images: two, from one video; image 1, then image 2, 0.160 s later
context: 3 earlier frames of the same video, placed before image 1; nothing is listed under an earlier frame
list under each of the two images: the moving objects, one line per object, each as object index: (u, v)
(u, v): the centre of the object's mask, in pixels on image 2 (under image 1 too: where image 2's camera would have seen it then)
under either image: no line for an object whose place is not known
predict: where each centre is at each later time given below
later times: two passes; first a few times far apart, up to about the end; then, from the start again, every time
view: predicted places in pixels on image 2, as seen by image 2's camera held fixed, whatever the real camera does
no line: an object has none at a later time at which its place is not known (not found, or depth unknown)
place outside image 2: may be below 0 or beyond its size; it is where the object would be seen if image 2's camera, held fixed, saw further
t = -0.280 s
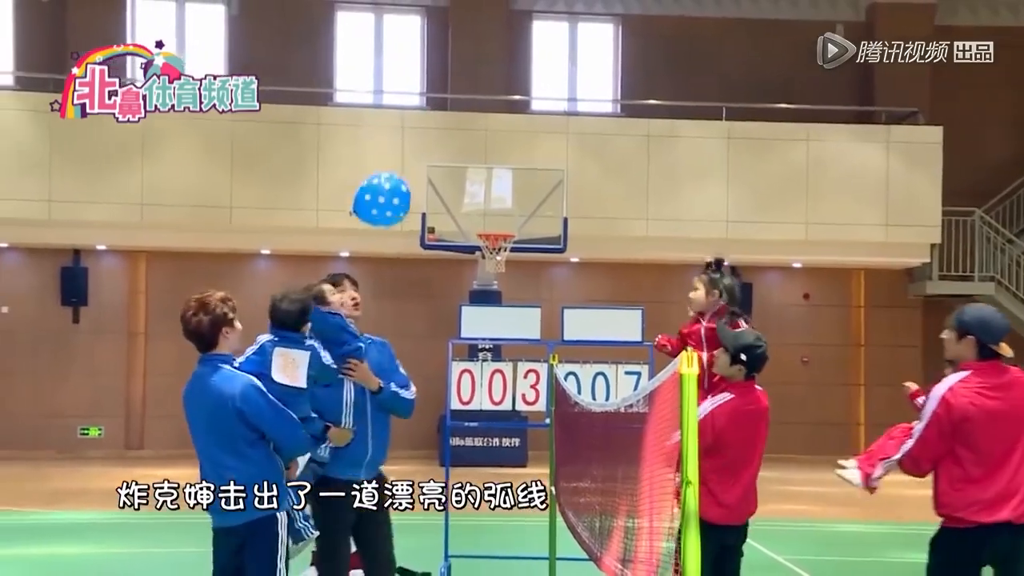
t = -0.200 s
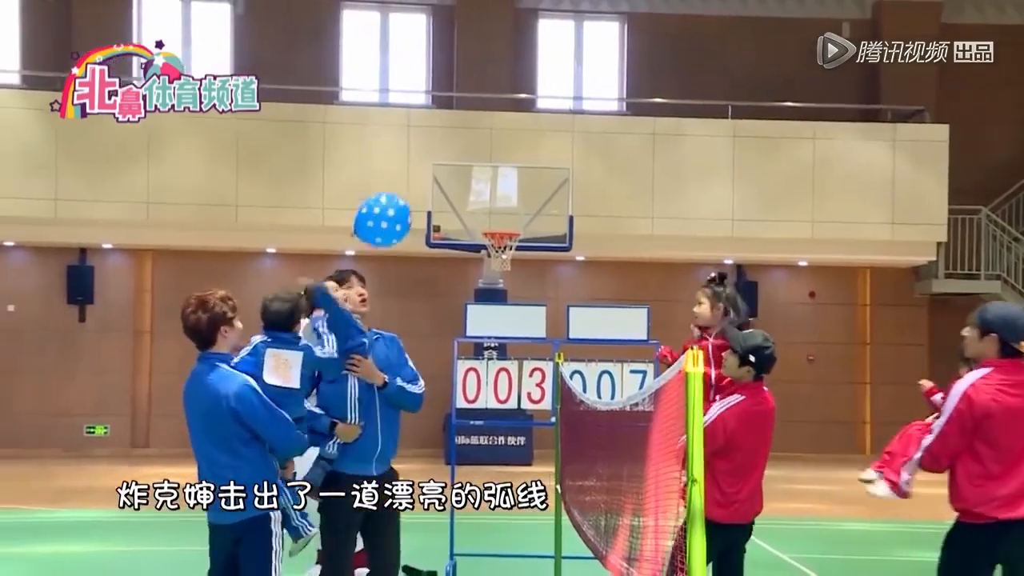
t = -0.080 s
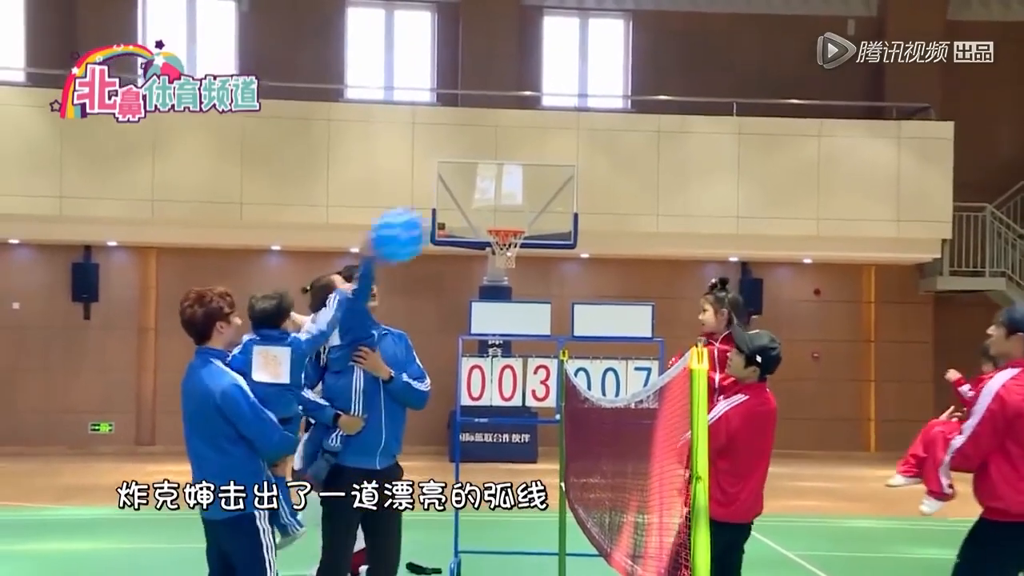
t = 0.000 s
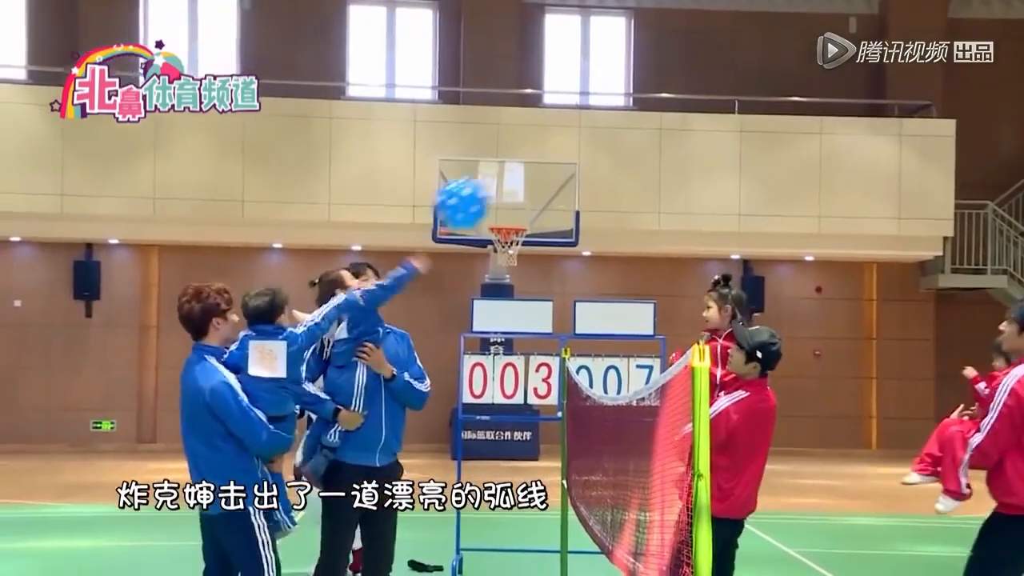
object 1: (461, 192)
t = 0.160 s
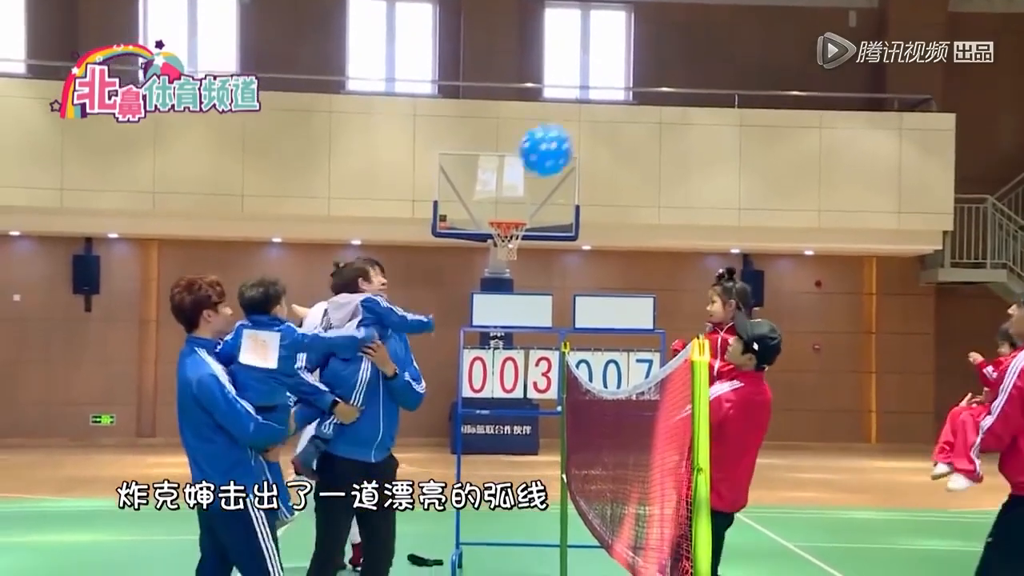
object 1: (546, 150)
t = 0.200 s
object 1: (562, 141)
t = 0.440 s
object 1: (633, 111)
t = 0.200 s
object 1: (562, 141)
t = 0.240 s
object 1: (576, 133)
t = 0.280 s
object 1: (589, 127)
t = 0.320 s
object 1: (601, 122)
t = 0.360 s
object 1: (612, 117)
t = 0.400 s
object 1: (623, 114)
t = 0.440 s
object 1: (633, 111)
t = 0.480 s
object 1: (642, 109)
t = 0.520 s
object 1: (651, 108)
